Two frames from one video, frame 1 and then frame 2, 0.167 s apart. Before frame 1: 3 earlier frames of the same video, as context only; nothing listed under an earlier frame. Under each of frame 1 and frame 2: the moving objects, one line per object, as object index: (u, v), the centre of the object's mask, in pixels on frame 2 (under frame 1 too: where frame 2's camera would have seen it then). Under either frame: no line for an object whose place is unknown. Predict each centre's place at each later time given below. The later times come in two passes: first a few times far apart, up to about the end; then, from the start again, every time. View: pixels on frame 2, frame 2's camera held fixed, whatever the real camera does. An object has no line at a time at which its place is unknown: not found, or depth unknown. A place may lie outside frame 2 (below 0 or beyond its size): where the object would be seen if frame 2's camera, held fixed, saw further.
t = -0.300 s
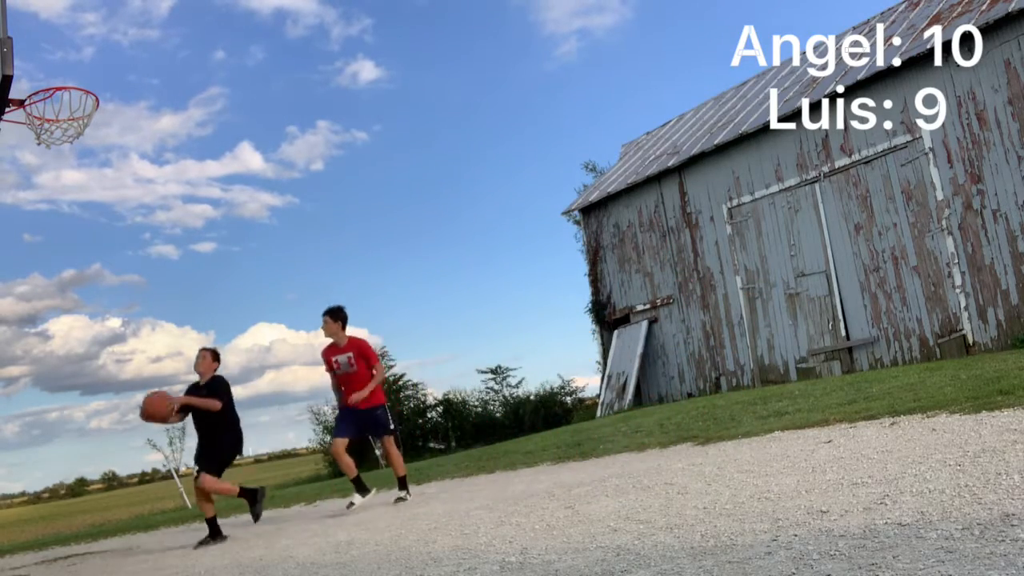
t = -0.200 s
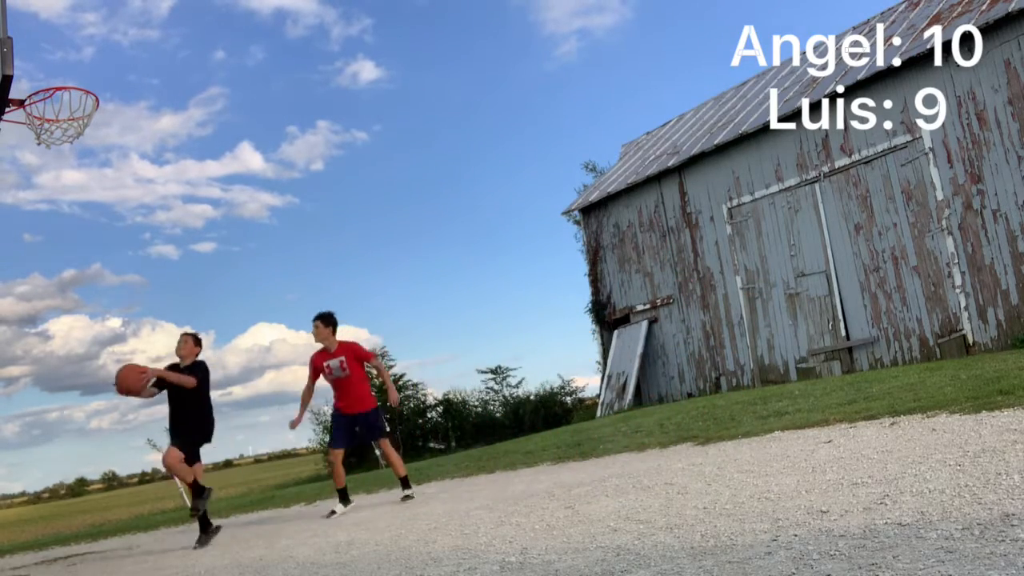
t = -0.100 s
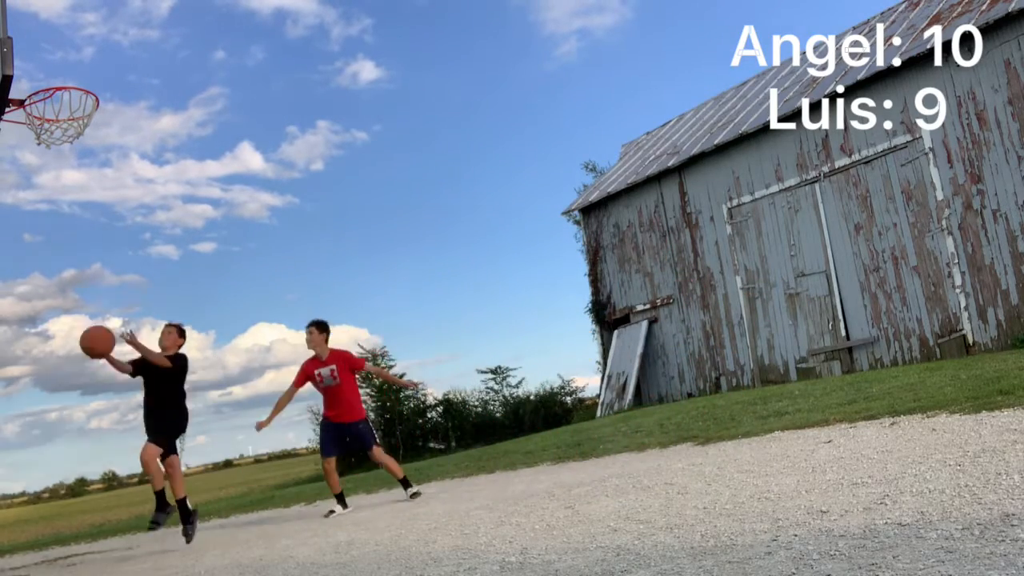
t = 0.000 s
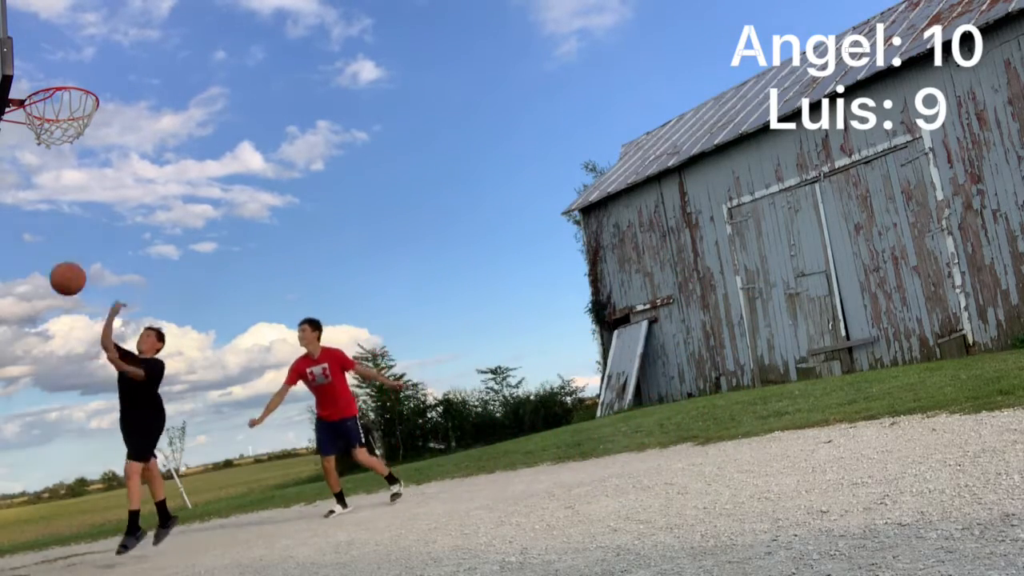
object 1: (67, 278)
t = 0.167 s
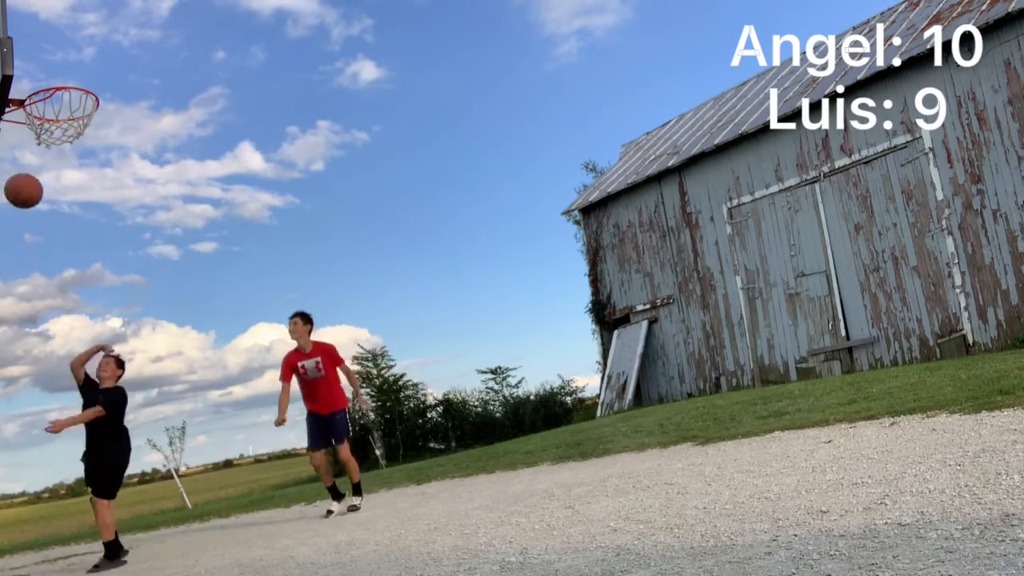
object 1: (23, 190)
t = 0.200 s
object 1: (16, 177)
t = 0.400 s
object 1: (60, 180)
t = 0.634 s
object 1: (146, 268)
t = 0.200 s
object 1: (16, 177)
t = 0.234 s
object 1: (12, 165)
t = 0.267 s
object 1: (18, 165)
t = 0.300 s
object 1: (28, 166)
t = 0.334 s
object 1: (39, 170)
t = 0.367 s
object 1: (49, 174)
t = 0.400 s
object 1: (60, 180)
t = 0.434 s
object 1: (72, 188)
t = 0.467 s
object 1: (83, 198)
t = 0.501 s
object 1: (96, 209)
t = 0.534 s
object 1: (108, 221)
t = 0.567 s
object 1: (120, 235)
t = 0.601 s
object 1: (133, 251)
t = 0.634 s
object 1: (146, 268)
